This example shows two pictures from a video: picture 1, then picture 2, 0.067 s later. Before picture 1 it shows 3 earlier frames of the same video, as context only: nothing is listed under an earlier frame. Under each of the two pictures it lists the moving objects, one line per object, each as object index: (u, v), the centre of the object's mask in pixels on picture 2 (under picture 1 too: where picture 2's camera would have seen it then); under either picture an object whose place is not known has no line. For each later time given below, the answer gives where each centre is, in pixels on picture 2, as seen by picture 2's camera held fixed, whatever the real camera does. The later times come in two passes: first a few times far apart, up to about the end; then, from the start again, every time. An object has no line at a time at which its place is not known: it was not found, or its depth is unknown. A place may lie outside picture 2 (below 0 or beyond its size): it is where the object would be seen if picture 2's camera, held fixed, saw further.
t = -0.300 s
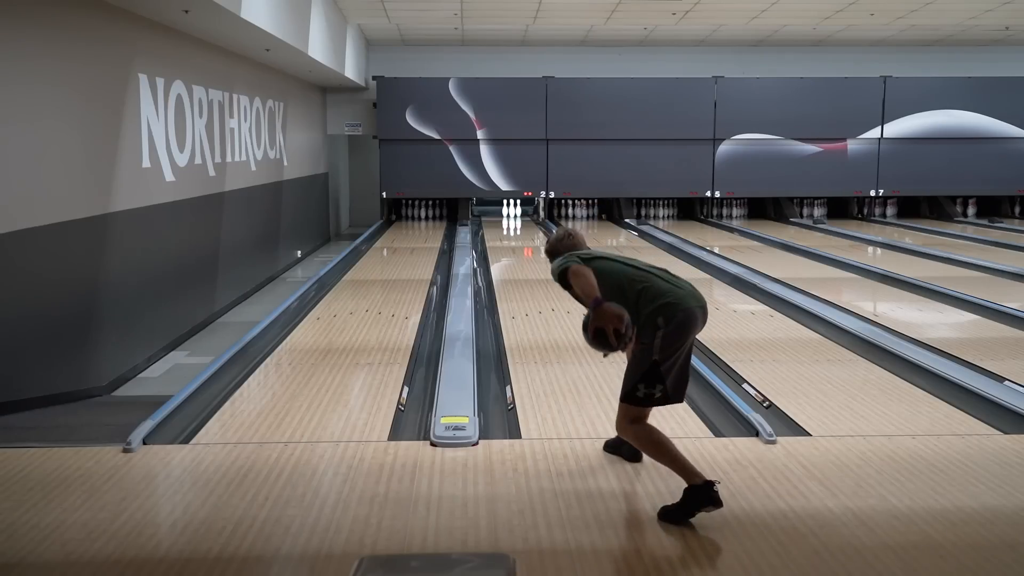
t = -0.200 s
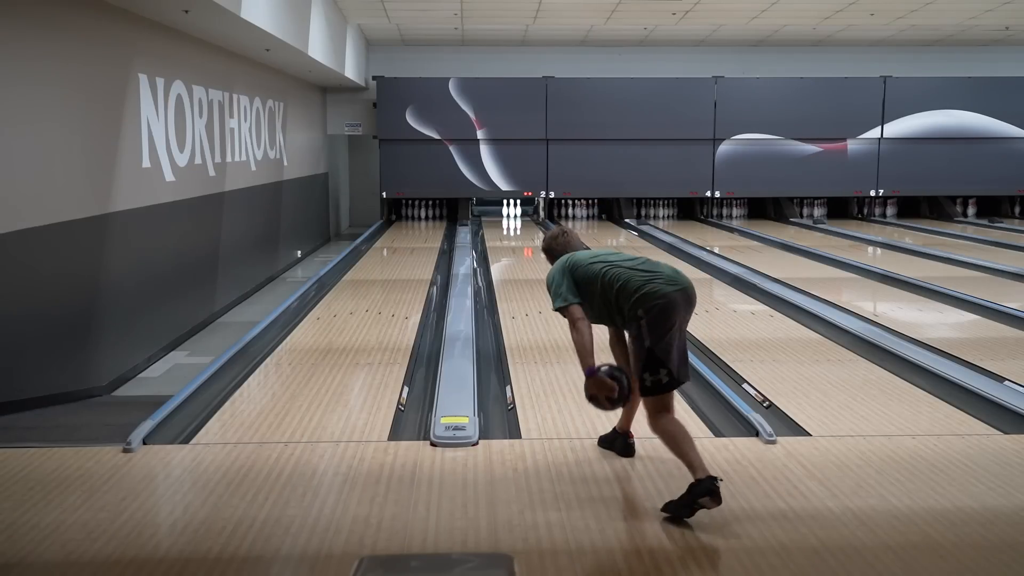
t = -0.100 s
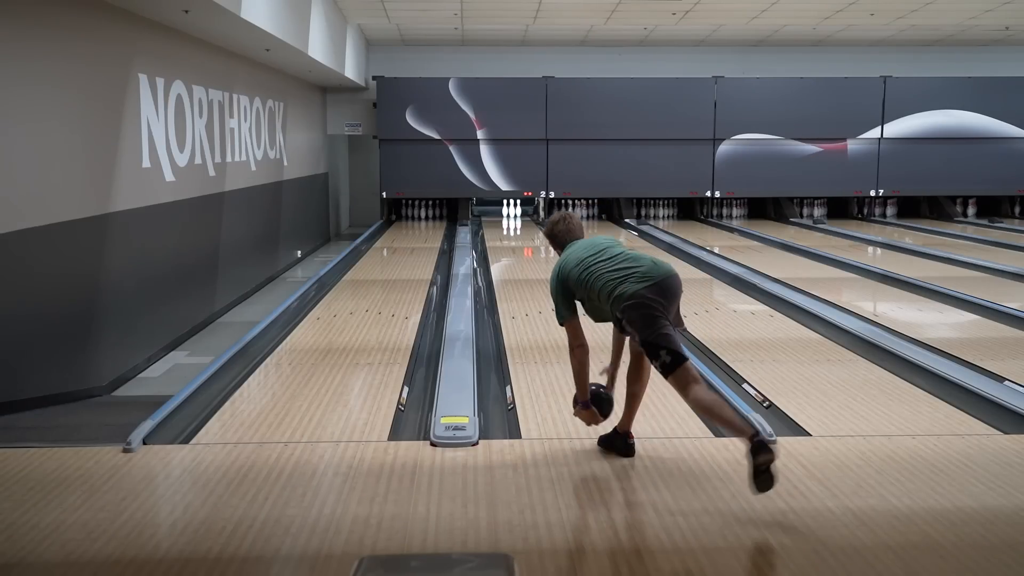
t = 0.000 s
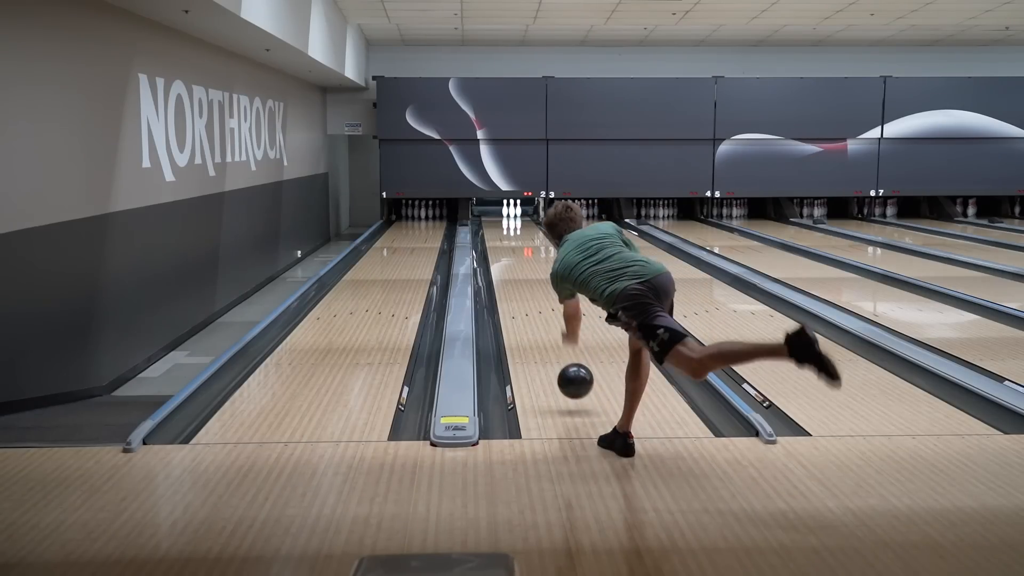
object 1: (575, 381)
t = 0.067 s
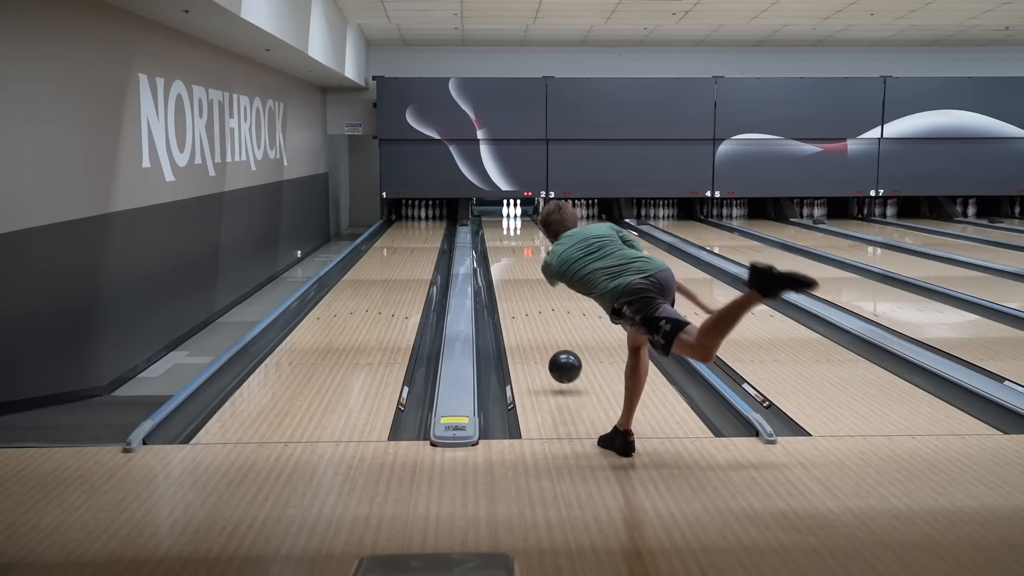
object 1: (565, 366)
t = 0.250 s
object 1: (543, 337)
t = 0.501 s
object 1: (524, 301)
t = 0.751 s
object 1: (512, 276)
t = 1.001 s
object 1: (504, 259)
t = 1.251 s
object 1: (500, 246)
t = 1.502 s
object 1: (499, 235)
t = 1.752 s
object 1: (500, 227)
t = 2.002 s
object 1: (503, 221)
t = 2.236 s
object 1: (509, 215)
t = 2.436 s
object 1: (514, 212)
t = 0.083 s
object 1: (563, 364)
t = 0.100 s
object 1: (560, 362)
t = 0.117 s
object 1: (558, 361)
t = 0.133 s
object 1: (556, 360)
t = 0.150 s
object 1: (554, 357)
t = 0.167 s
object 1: (552, 353)
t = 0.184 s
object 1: (550, 350)
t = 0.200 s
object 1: (549, 347)
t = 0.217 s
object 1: (547, 343)
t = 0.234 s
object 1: (545, 340)
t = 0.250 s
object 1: (543, 337)
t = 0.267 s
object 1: (542, 334)
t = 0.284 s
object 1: (540, 332)
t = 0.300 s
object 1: (539, 329)
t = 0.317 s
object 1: (538, 326)
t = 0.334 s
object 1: (536, 324)
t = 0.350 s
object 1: (535, 321)
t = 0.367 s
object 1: (533, 319)
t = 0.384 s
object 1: (532, 316)
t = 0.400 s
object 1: (531, 314)
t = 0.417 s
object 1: (530, 312)
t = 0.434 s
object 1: (529, 309)
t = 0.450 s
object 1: (528, 307)
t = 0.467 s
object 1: (526, 305)
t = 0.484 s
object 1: (525, 303)
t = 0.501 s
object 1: (524, 301)
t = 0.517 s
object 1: (523, 299)
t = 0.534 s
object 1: (522, 297)
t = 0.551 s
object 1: (521, 296)
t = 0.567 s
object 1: (521, 294)
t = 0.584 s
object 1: (520, 292)
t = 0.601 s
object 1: (519, 290)
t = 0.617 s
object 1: (518, 288)
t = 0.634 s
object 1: (517, 287)
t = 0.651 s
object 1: (516, 285)
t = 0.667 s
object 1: (516, 284)
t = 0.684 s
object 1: (515, 282)
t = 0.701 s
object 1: (514, 281)
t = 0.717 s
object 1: (513, 279)
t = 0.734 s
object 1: (513, 278)
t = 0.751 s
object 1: (512, 276)
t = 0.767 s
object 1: (511, 275)
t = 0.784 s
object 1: (511, 274)
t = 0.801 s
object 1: (510, 273)
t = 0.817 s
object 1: (509, 271)
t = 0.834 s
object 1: (509, 270)
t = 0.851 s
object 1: (508, 269)
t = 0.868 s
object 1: (508, 268)
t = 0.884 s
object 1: (507, 266)
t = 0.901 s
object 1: (507, 265)
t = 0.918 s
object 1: (507, 264)
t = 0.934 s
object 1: (506, 263)
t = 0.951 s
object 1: (506, 262)
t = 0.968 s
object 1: (505, 261)
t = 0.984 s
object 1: (505, 260)
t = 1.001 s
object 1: (504, 259)
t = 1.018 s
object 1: (504, 258)
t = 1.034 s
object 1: (504, 257)
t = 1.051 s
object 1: (503, 256)
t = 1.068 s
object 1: (503, 255)
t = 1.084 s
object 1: (503, 254)
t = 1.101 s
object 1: (502, 253)
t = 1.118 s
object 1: (502, 253)
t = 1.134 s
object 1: (502, 252)
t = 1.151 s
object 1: (502, 251)
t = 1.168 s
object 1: (501, 250)
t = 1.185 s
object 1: (501, 249)
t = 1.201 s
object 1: (501, 248)
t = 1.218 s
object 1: (501, 248)
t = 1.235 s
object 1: (501, 247)
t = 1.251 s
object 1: (500, 246)
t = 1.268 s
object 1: (500, 245)
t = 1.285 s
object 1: (500, 245)
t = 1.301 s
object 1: (500, 244)
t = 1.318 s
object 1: (500, 243)
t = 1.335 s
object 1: (500, 242)
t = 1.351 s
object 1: (500, 242)
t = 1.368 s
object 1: (500, 241)
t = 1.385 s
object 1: (499, 240)
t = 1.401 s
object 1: (499, 239)
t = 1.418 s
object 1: (499, 239)
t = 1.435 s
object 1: (499, 238)
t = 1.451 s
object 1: (499, 237)
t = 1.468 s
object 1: (499, 237)
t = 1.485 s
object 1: (499, 236)
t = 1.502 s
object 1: (499, 235)
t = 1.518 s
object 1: (499, 235)
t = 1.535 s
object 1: (499, 234)
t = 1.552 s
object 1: (499, 234)
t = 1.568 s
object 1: (499, 233)
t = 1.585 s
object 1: (499, 233)
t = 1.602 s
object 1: (499, 232)
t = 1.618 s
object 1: (499, 232)
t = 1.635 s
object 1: (499, 231)
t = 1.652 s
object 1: (499, 230)
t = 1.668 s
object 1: (499, 230)
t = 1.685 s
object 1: (500, 229)
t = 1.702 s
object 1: (500, 229)
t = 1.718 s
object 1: (500, 228)
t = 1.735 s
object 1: (500, 228)
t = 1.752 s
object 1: (500, 227)
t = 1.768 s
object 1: (500, 227)
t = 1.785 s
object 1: (500, 226)
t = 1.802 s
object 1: (500, 226)
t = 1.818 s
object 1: (501, 225)
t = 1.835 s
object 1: (501, 225)
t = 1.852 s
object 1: (501, 224)
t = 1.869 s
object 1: (501, 224)
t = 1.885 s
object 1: (502, 223)
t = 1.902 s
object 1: (502, 223)
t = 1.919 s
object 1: (502, 223)
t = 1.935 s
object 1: (502, 222)
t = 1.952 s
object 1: (502, 222)
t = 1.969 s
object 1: (503, 222)
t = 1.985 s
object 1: (503, 221)
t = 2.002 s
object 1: (503, 221)
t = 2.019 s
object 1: (504, 220)
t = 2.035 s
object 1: (504, 220)
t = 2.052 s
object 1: (504, 220)
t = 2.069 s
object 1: (504, 219)
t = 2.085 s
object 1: (505, 219)
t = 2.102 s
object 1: (505, 218)
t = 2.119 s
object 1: (506, 218)
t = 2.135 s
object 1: (506, 218)
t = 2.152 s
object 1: (506, 217)
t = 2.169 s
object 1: (507, 217)
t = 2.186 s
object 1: (507, 216)
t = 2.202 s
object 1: (508, 216)
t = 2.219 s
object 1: (508, 216)
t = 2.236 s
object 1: (509, 215)
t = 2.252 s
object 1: (509, 215)
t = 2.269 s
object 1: (510, 215)
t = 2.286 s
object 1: (510, 215)
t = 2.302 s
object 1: (511, 215)
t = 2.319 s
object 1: (511, 214)
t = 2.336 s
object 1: (511, 214)
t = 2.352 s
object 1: (512, 214)
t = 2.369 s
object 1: (512, 213)
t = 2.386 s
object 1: (512, 213)
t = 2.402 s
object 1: (513, 213)
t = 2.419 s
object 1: (513, 212)
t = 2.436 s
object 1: (514, 212)
